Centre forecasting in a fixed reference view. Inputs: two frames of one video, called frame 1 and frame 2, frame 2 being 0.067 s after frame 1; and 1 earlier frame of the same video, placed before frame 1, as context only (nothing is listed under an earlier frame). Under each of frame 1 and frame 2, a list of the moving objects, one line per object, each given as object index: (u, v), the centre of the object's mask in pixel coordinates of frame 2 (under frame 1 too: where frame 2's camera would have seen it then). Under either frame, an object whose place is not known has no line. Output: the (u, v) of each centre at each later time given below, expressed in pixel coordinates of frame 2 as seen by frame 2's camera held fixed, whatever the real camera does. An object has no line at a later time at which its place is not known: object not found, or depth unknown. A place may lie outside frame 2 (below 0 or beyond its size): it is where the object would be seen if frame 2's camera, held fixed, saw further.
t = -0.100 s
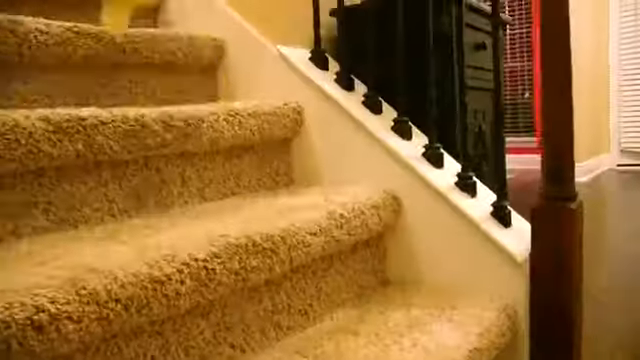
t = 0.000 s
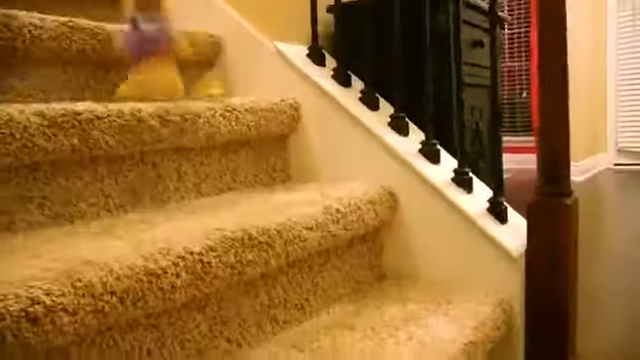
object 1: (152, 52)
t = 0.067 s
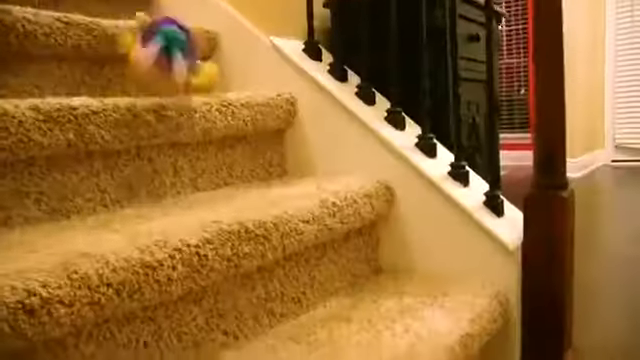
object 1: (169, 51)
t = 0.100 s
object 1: (172, 49)
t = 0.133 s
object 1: (178, 63)
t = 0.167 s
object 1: (185, 72)
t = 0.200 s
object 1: (197, 82)
